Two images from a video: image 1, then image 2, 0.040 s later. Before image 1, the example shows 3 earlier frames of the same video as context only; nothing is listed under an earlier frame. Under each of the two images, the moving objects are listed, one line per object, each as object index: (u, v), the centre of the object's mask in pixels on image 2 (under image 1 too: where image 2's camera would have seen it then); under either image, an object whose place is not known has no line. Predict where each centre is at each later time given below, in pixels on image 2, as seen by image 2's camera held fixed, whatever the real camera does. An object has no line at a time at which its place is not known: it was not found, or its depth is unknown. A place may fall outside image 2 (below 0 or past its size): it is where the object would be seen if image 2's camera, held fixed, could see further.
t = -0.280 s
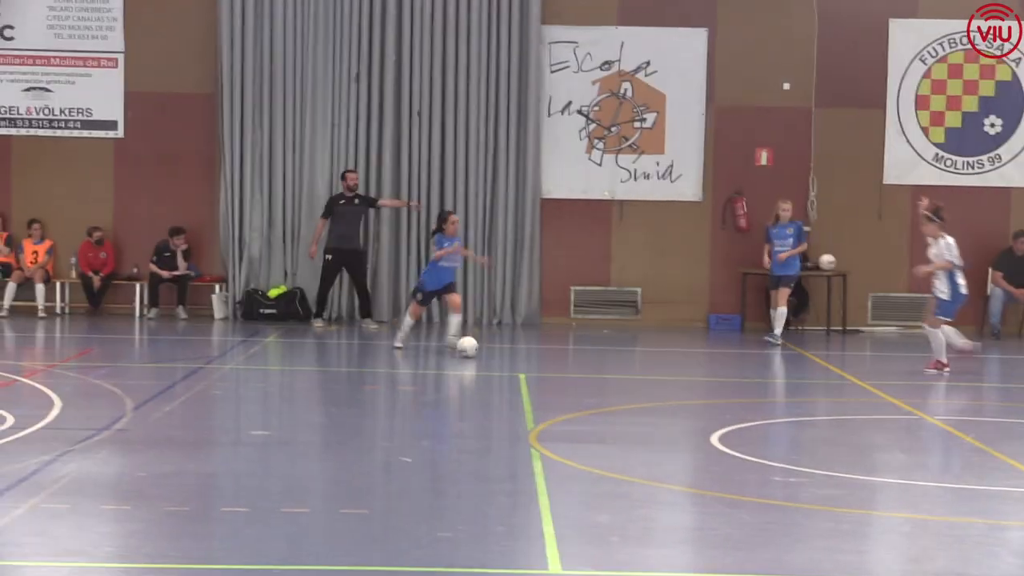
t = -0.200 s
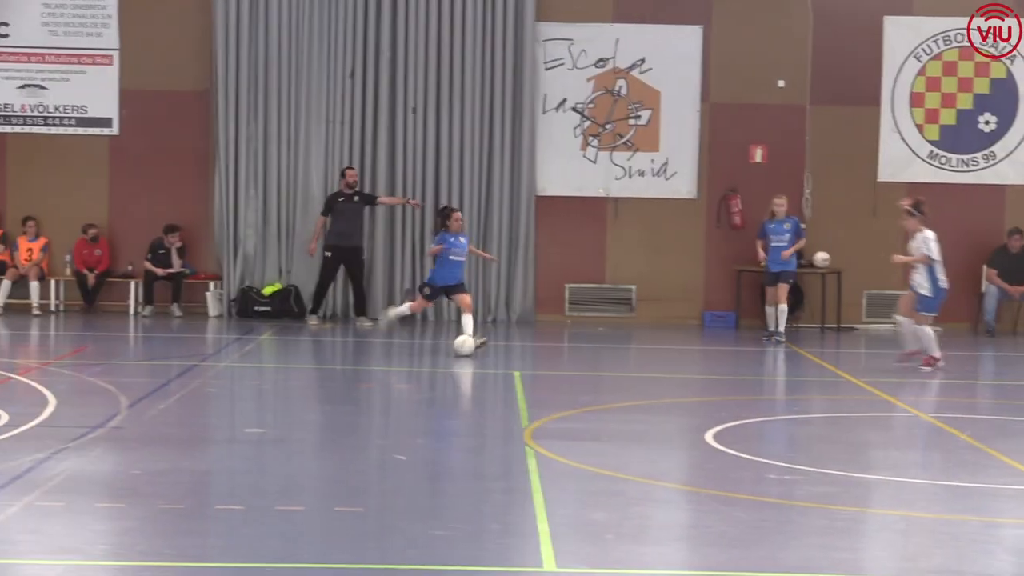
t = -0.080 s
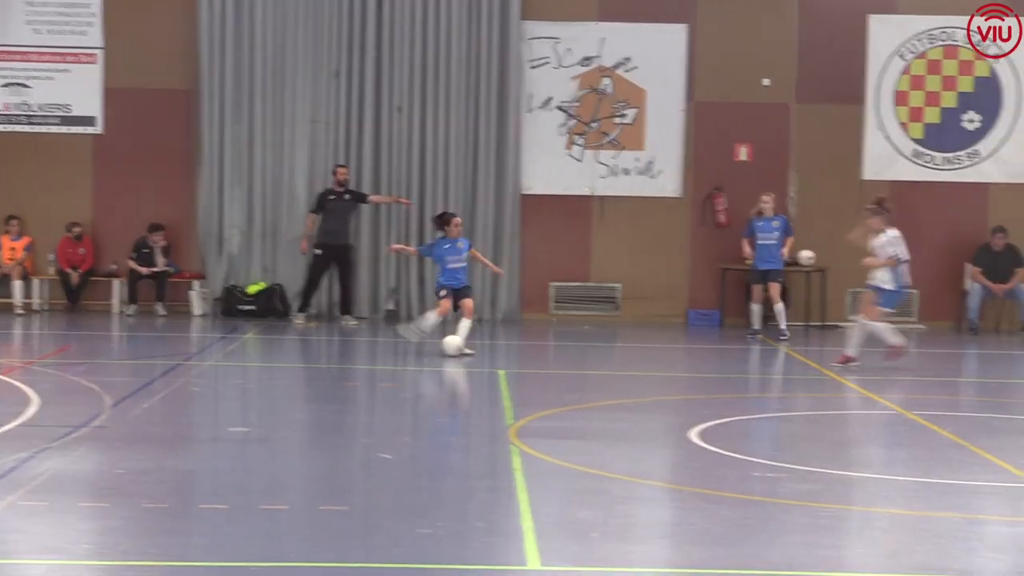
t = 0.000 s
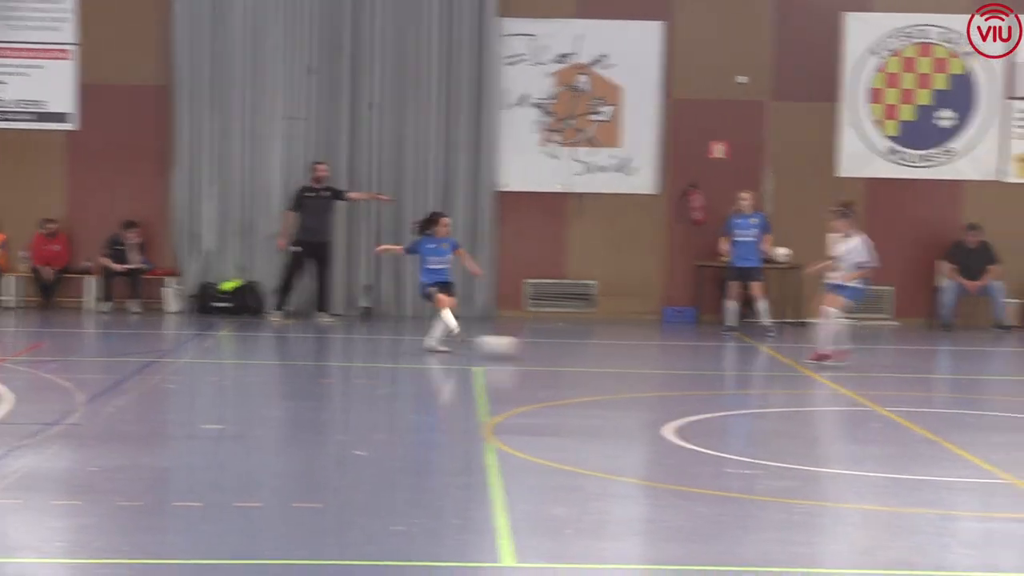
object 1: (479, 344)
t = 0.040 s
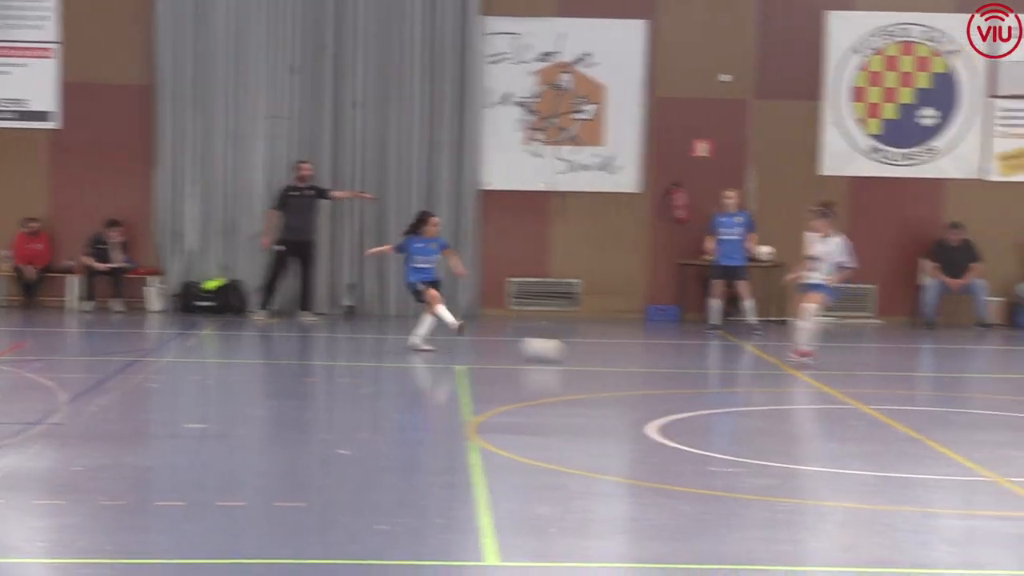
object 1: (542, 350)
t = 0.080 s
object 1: (605, 355)
